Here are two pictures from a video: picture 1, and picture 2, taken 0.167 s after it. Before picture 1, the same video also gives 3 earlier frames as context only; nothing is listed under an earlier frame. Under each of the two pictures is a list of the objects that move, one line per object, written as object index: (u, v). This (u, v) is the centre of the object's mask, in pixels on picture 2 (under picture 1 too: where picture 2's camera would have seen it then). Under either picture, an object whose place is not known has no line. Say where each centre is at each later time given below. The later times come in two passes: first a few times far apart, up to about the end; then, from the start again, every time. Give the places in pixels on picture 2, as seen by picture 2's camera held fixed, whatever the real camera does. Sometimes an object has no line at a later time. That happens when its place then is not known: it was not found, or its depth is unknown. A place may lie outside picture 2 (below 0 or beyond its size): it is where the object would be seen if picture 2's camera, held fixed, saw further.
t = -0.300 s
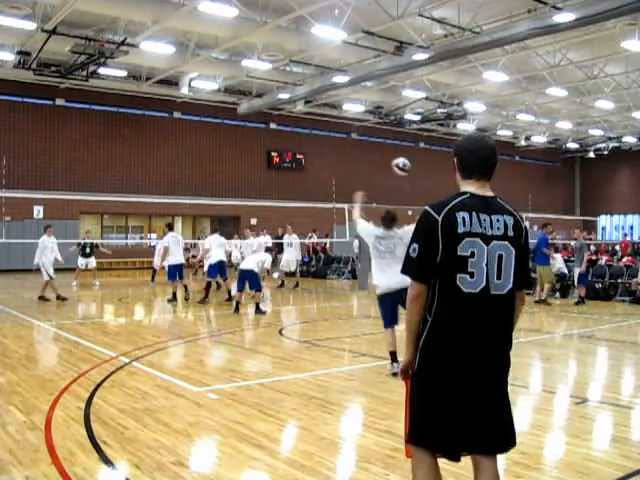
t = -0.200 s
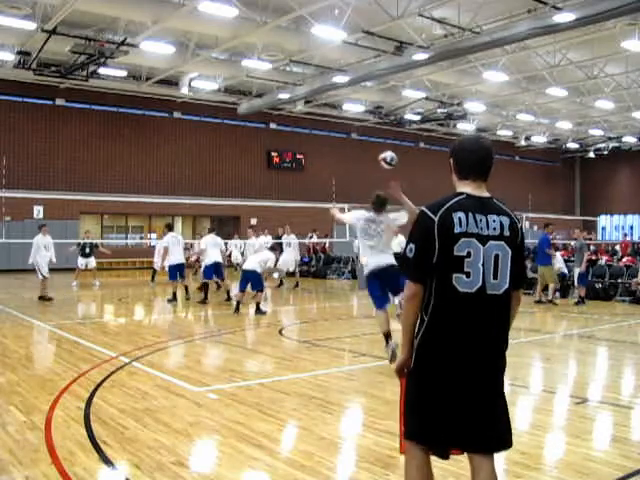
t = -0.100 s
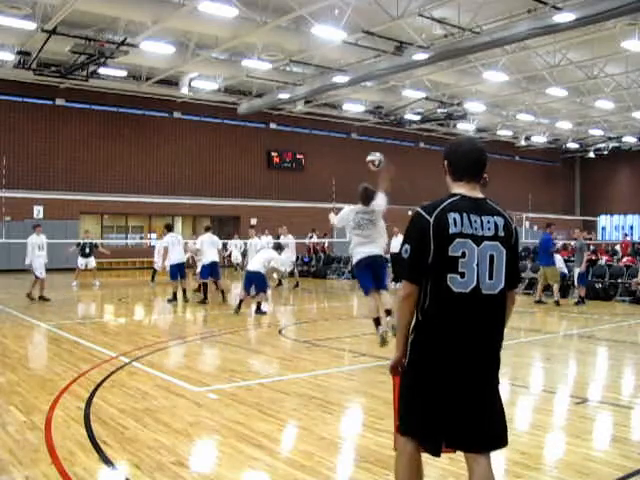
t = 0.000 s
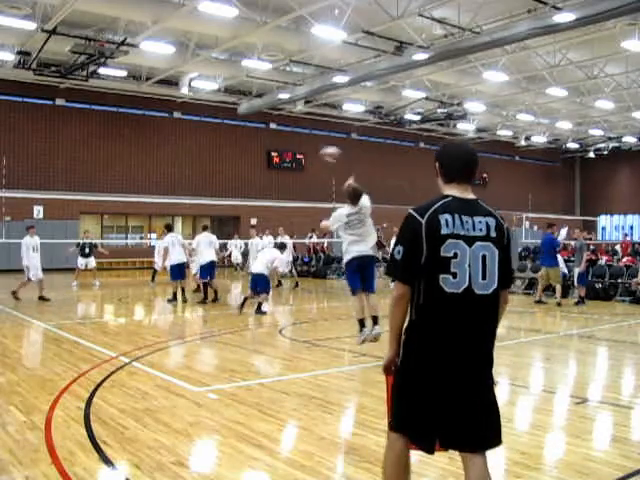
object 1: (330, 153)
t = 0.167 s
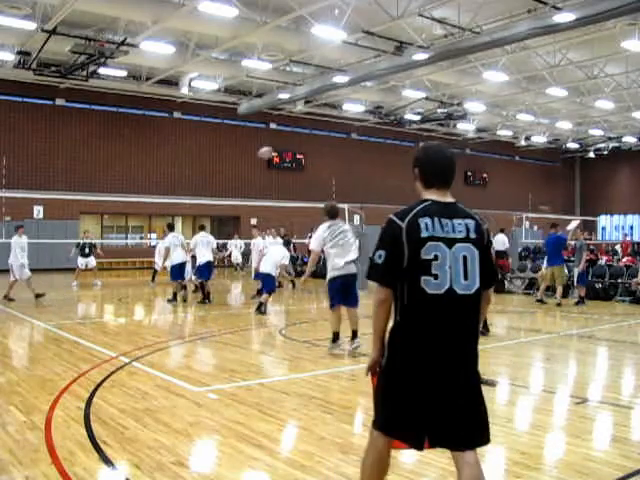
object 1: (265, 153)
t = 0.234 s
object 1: (246, 156)
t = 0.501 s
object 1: (191, 183)
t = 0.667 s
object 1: (167, 204)
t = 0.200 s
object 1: (256, 154)
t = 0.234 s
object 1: (246, 156)
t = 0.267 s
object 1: (237, 159)
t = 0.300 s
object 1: (229, 162)
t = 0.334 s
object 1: (222, 165)
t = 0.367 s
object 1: (215, 168)
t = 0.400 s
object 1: (208, 172)
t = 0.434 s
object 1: (202, 176)
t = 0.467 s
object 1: (196, 179)
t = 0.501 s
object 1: (191, 183)
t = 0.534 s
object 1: (186, 187)
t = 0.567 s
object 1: (181, 190)
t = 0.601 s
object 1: (177, 193)
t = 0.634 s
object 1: (172, 195)
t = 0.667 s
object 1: (167, 204)
